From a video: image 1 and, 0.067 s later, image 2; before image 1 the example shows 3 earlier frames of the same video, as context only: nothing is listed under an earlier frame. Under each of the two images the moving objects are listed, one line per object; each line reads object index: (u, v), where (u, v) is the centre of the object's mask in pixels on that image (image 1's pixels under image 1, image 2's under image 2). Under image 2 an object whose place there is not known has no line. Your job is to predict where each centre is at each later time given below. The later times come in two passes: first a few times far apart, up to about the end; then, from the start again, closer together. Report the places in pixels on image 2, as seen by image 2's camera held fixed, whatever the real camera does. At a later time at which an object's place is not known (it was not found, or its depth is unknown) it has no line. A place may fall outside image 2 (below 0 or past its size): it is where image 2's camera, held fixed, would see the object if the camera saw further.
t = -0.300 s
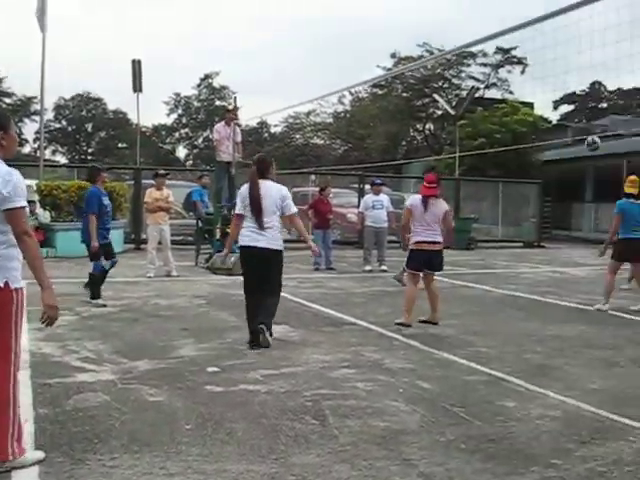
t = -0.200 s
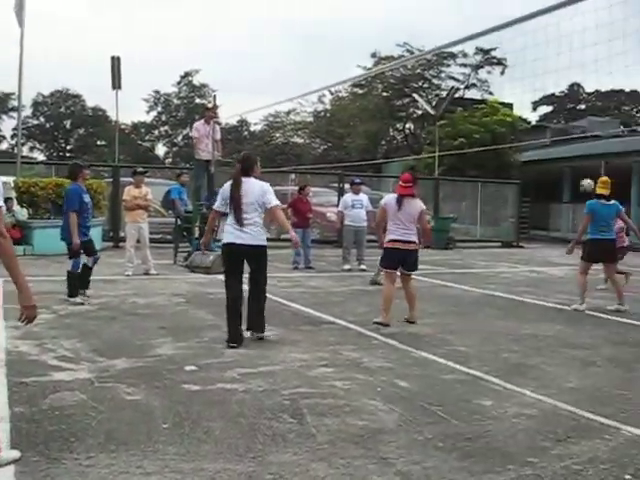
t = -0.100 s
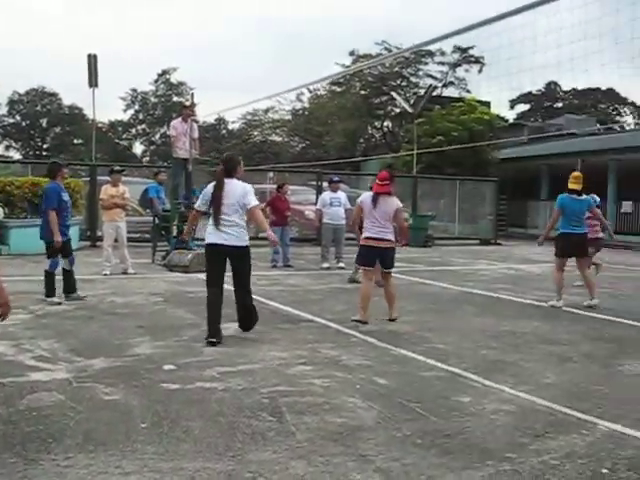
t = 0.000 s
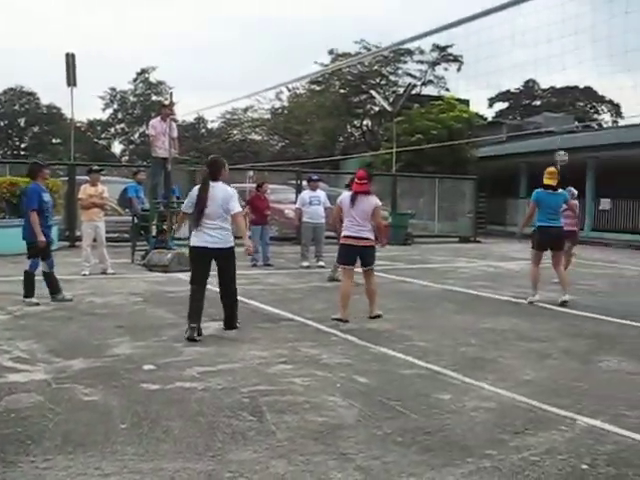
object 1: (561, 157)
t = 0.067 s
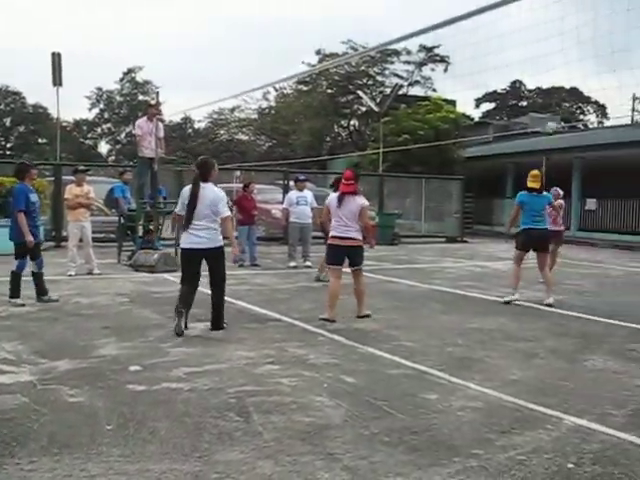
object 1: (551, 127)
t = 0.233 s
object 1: (560, 69)
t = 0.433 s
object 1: (570, 22)
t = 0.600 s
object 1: (578, 3)
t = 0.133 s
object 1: (555, 100)
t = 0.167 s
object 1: (556, 90)
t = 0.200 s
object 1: (559, 81)
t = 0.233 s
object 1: (560, 69)
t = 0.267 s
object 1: (562, 60)
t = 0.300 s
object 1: (563, 51)
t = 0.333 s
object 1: (565, 42)
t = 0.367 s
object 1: (567, 35)
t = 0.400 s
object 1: (569, 28)
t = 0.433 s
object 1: (570, 22)
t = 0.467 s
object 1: (572, 17)
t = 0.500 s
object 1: (573, 13)
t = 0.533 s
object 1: (575, 9)
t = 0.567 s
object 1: (576, 5)
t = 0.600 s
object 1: (578, 3)
